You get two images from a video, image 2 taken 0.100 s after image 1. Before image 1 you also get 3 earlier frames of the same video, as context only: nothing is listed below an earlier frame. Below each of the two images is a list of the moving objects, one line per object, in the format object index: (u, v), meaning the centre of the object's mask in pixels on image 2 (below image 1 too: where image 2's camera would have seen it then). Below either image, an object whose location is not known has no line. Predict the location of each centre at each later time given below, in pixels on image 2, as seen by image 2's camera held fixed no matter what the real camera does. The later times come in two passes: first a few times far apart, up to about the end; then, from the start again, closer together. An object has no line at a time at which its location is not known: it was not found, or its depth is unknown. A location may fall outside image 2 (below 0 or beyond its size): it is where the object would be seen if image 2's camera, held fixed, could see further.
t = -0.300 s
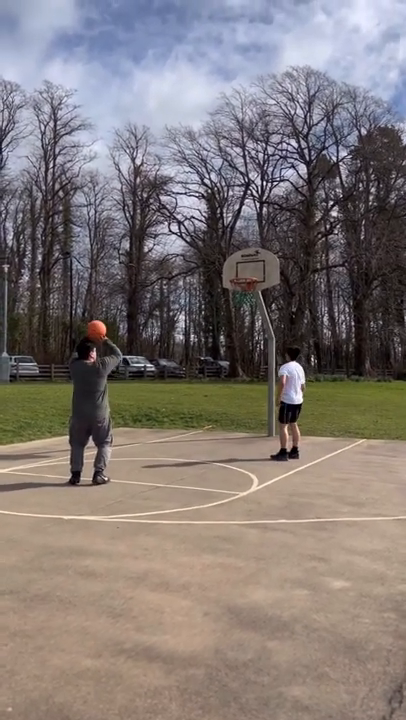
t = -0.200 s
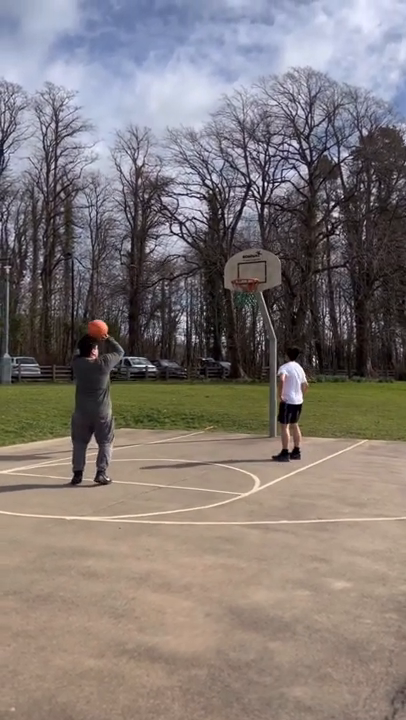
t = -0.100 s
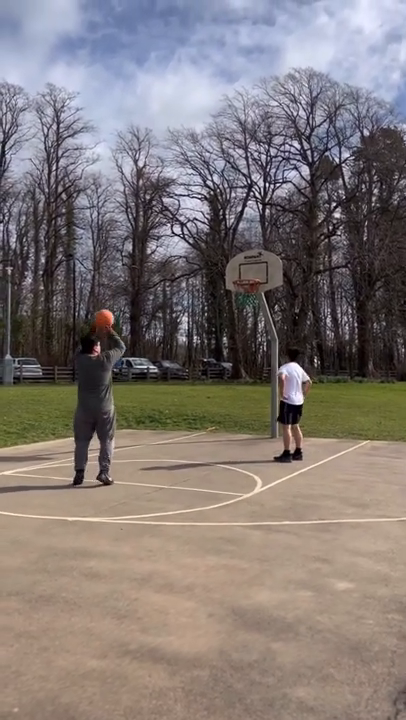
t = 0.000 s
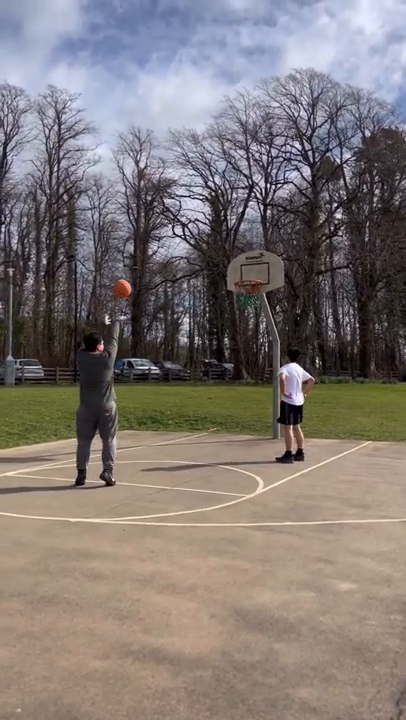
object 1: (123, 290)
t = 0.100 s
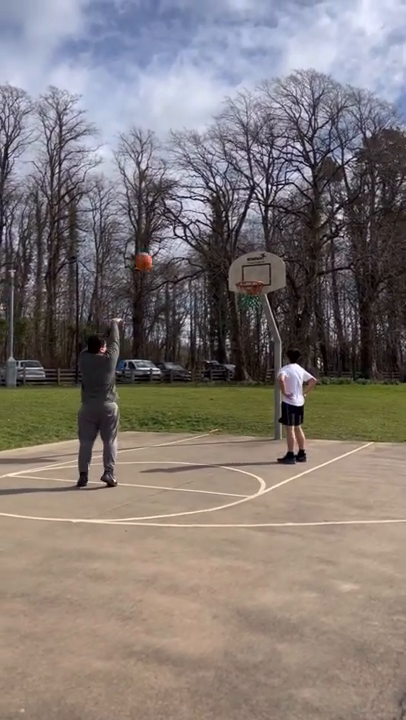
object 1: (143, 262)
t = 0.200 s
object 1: (161, 242)
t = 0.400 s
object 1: (194, 226)
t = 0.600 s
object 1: (221, 236)
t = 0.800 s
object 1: (244, 265)
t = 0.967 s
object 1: (255, 281)
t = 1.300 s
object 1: (253, 315)
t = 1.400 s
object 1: (259, 332)
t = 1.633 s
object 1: (271, 385)
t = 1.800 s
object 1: (278, 440)
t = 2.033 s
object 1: (288, 383)
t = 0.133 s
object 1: (150, 254)
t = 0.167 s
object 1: (156, 247)
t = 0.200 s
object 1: (161, 242)
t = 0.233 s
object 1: (167, 236)
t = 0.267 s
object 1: (173, 233)
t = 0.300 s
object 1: (179, 230)
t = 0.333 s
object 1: (184, 228)
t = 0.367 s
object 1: (189, 227)
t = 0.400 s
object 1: (194, 226)
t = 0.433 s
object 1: (199, 227)
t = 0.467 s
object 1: (204, 226)
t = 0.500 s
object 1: (209, 228)
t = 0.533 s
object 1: (213, 229)
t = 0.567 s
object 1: (217, 233)
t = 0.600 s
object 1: (221, 236)
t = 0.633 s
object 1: (226, 239)
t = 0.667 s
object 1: (230, 243)
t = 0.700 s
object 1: (234, 248)
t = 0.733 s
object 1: (237, 253)
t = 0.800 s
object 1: (244, 265)
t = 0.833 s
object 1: (248, 271)
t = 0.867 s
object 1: (252, 276)
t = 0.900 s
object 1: (252, 292)
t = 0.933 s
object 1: (251, 289)
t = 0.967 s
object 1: (255, 281)
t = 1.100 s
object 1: (245, 301)
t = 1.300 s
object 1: (253, 315)
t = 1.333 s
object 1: (255, 320)
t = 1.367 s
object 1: (257, 325)
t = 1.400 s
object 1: (259, 332)
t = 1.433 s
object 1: (260, 337)
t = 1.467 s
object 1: (262, 344)
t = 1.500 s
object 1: (263, 351)
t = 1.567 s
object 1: (267, 367)
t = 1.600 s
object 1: (269, 376)
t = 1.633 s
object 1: (271, 385)
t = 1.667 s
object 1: (272, 395)
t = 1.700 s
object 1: (274, 405)
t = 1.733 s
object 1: (275, 416)
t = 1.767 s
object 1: (277, 428)
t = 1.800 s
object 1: (278, 440)
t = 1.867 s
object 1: (281, 422)
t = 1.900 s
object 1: (282, 413)
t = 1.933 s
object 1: (284, 404)
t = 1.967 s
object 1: (286, 396)
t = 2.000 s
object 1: (287, 389)
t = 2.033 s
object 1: (288, 383)
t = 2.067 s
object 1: (289, 377)
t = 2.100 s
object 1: (291, 371)
